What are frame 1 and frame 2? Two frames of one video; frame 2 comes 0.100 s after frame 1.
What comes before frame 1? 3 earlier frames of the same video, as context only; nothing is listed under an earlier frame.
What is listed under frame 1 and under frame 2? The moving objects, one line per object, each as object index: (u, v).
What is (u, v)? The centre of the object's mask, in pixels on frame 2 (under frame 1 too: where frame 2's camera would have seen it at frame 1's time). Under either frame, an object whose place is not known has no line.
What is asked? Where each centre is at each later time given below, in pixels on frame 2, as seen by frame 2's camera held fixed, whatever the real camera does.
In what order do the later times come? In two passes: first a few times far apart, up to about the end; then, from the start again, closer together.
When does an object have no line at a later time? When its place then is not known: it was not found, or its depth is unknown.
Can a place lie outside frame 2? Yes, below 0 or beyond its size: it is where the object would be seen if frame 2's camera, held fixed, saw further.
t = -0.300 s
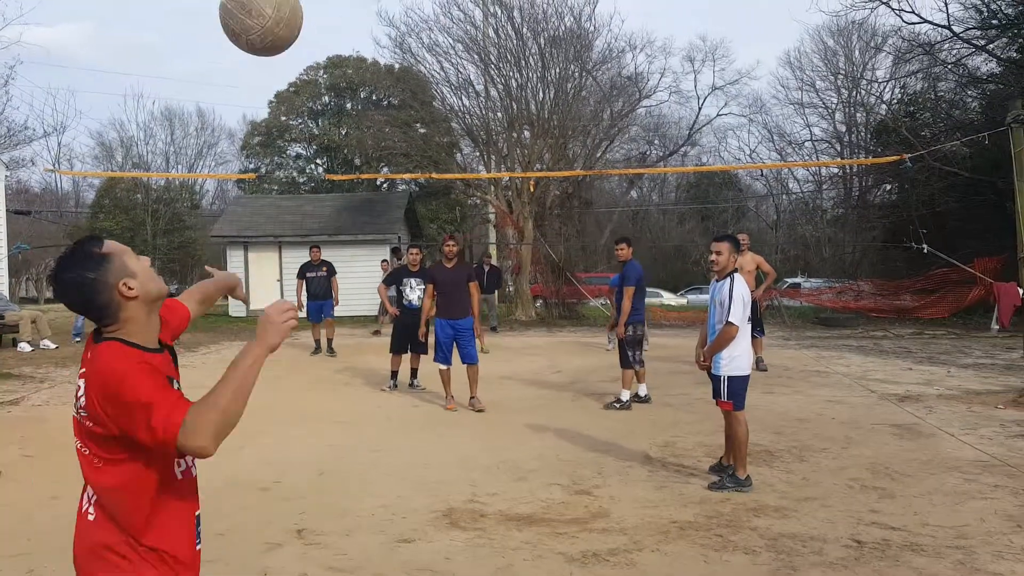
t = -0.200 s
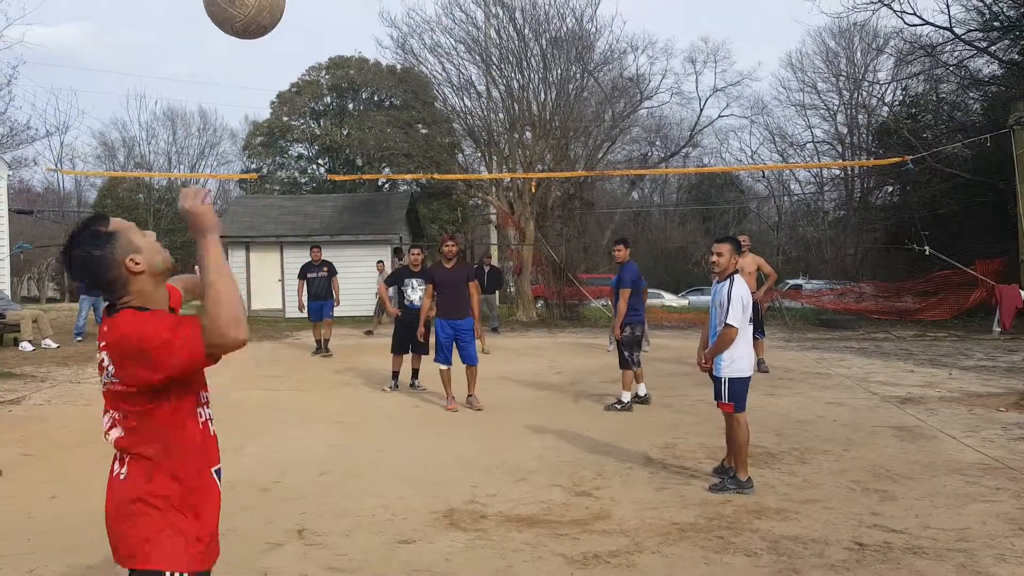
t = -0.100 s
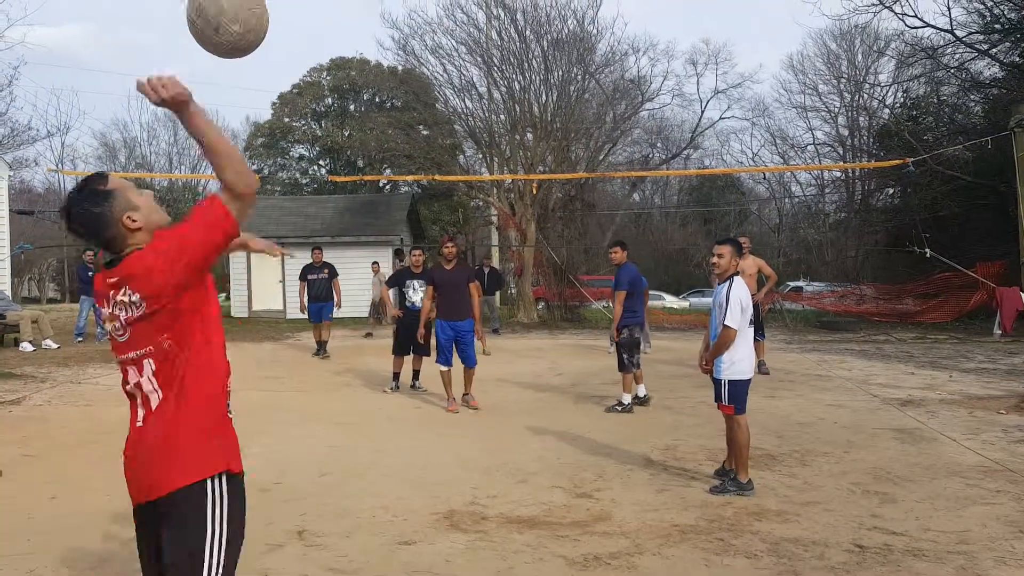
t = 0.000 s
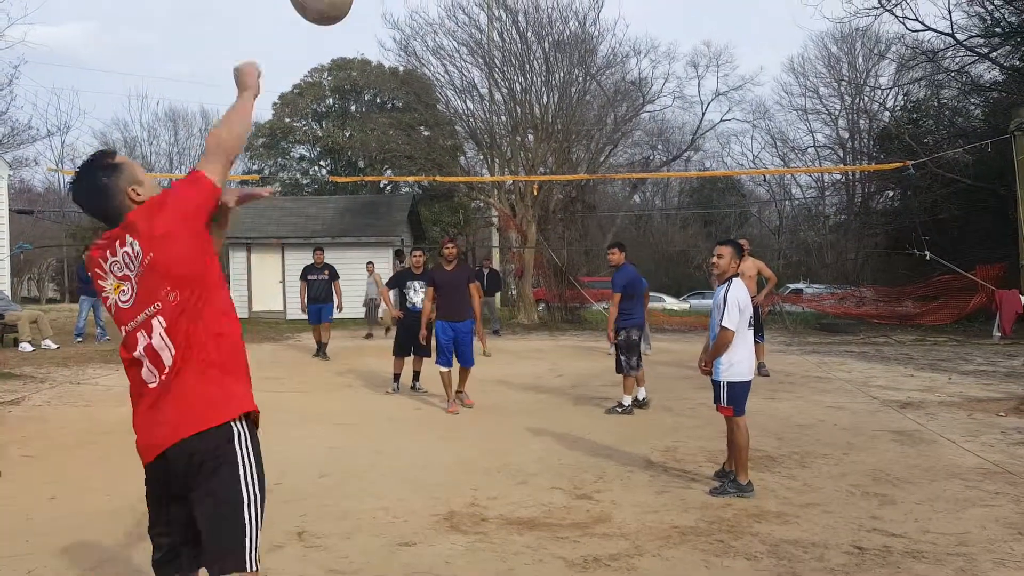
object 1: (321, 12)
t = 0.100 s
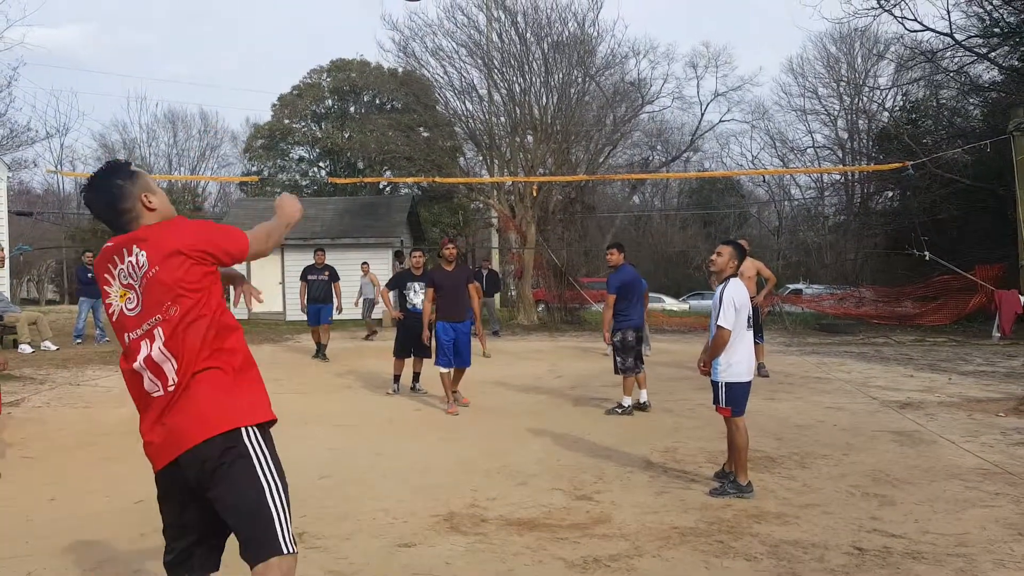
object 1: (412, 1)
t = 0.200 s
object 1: (467, 2)
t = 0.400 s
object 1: (533, 40)
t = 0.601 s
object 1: (570, 116)
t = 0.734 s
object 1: (588, 170)
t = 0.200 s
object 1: (467, 2)
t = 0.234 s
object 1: (481, 4)
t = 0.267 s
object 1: (494, 7)
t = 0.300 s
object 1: (505, 10)
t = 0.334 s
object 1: (514, 18)
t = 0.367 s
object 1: (525, 30)
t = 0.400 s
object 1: (533, 40)
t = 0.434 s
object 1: (540, 53)
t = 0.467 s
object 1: (546, 64)
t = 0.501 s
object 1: (554, 77)
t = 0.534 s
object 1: (559, 89)
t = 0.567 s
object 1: (565, 104)
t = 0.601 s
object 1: (570, 116)
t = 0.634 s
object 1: (574, 131)
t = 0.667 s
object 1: (579, 144)
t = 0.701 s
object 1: (584, 159)
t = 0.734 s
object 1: (588, 170)
